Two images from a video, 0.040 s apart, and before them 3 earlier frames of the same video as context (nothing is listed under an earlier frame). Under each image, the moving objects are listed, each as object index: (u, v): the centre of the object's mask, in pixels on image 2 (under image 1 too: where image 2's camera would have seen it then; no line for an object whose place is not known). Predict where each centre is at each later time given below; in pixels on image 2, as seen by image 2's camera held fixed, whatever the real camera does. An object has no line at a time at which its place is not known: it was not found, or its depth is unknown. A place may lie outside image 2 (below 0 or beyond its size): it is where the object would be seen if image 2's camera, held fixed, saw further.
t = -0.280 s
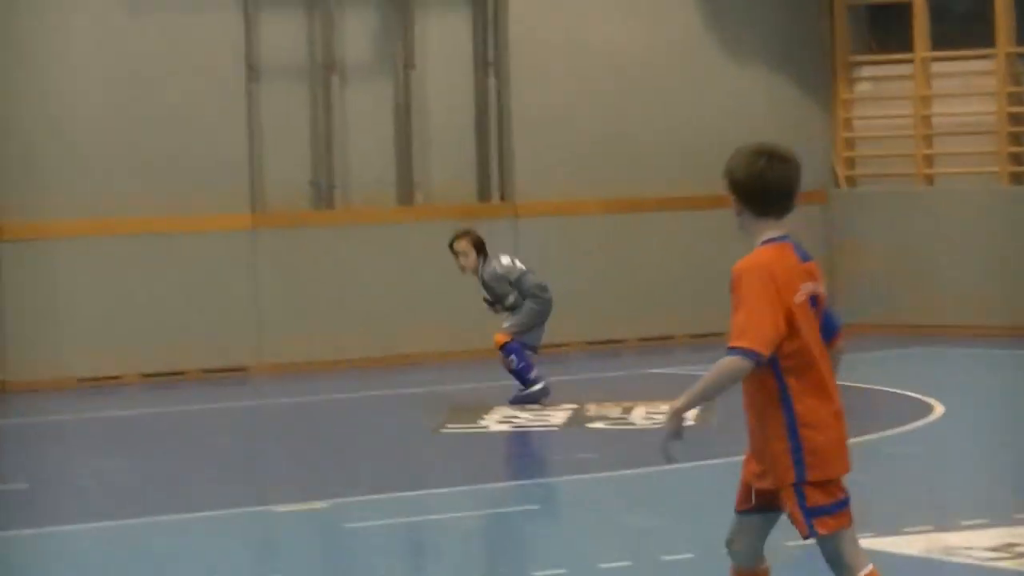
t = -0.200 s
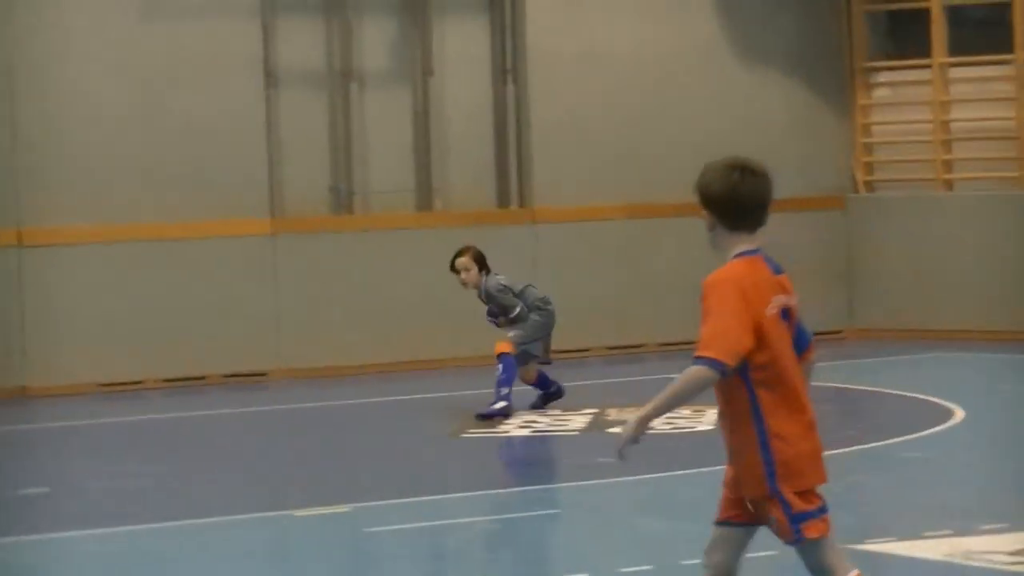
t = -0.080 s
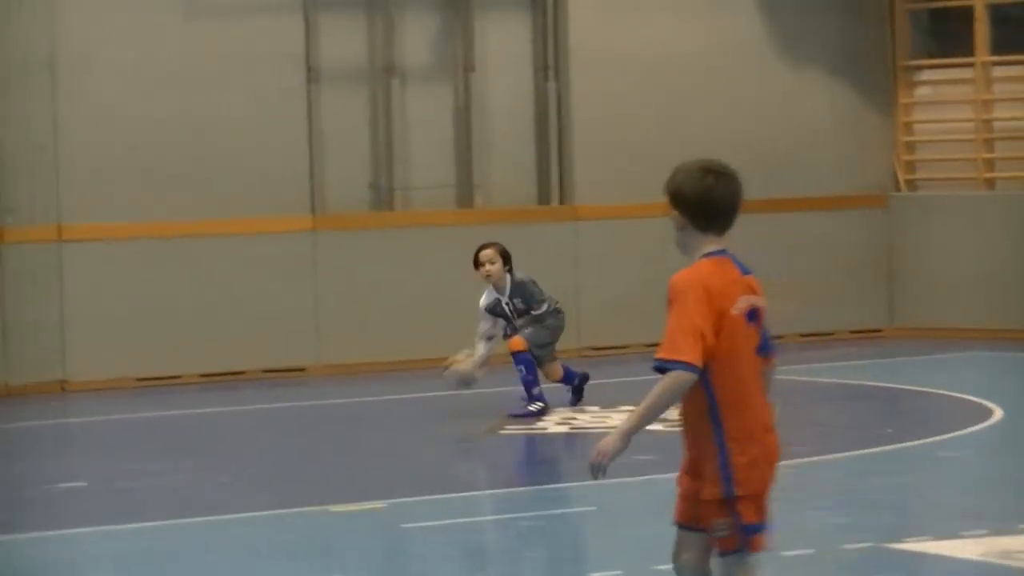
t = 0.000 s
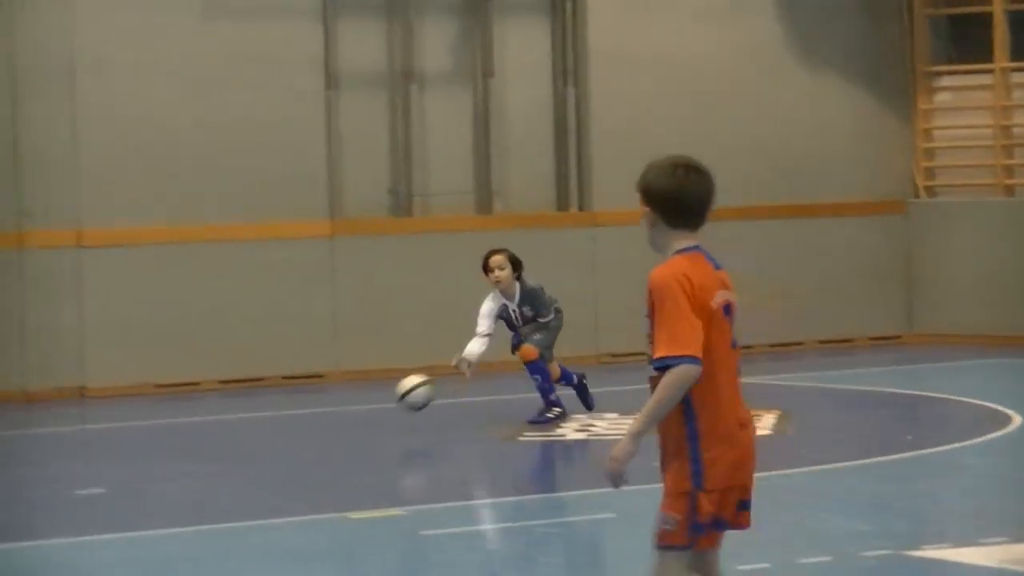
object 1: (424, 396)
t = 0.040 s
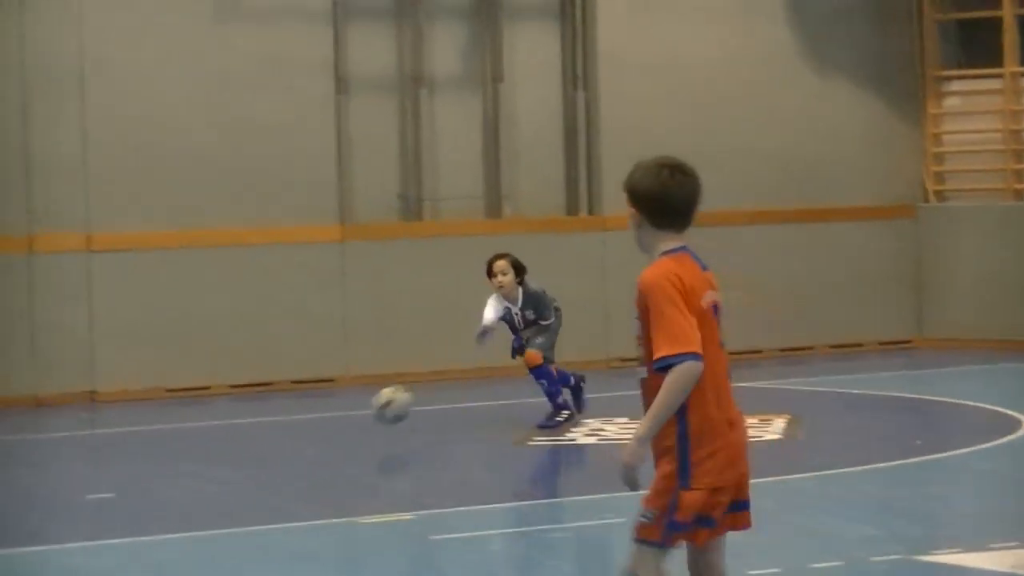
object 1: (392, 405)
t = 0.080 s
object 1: (357, 415)
